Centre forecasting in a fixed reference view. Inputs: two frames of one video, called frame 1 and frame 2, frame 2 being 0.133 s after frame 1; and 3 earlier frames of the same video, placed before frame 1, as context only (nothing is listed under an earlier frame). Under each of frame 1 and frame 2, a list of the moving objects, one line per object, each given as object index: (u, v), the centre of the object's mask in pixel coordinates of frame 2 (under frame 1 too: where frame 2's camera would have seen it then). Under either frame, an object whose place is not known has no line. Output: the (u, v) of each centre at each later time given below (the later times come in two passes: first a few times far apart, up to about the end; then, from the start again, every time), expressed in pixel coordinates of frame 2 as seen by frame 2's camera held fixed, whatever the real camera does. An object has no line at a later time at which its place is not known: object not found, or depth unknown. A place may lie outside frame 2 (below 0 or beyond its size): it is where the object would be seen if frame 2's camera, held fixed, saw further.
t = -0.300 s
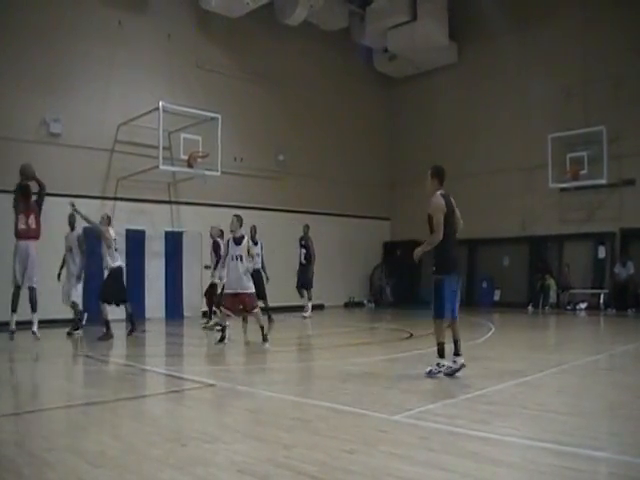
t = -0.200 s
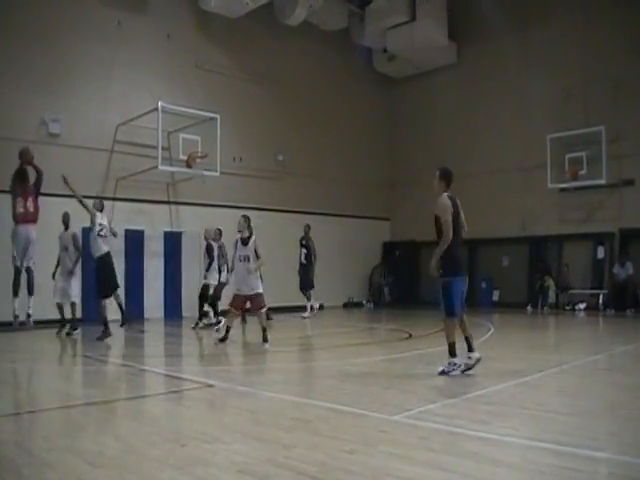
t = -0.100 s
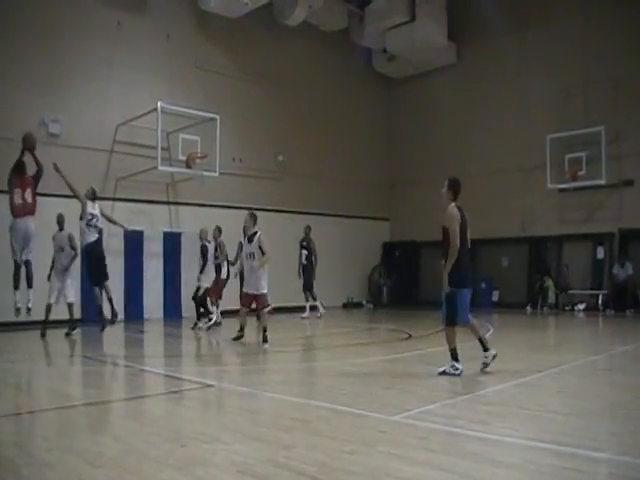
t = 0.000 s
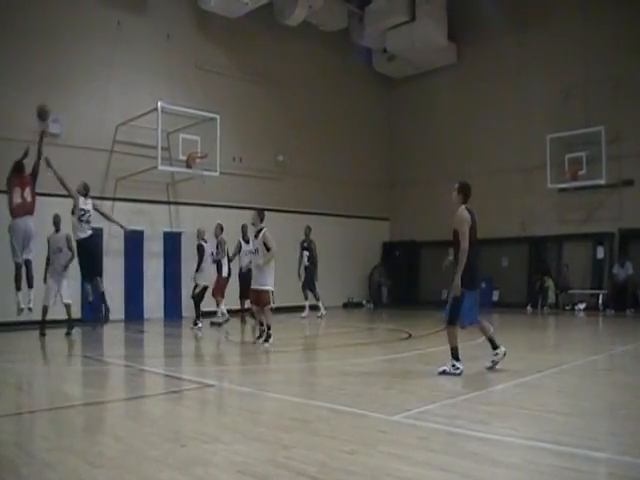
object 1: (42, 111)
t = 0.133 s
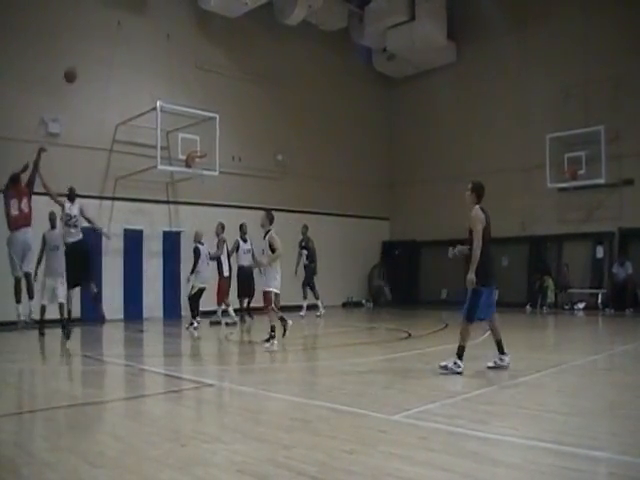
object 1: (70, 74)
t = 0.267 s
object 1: (95, 54)
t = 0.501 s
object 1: (132, 49)
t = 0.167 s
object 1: (77, 68)
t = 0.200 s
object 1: (83, 62)
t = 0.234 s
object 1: (90, 57)
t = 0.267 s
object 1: (95, 54)
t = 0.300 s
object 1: (101, 51)
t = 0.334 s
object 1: (106, 48)
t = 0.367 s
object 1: (112, 47)
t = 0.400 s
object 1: (117, 47)
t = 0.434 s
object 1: (122, 47)
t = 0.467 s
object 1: (127, 47)
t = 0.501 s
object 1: (132, 49)
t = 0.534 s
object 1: (137, 52)
